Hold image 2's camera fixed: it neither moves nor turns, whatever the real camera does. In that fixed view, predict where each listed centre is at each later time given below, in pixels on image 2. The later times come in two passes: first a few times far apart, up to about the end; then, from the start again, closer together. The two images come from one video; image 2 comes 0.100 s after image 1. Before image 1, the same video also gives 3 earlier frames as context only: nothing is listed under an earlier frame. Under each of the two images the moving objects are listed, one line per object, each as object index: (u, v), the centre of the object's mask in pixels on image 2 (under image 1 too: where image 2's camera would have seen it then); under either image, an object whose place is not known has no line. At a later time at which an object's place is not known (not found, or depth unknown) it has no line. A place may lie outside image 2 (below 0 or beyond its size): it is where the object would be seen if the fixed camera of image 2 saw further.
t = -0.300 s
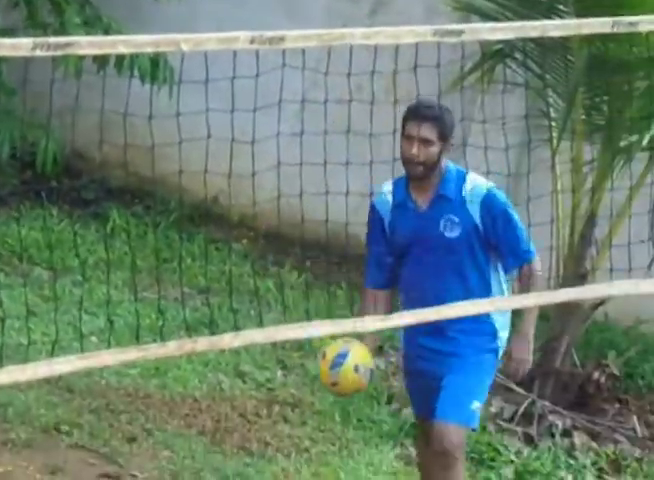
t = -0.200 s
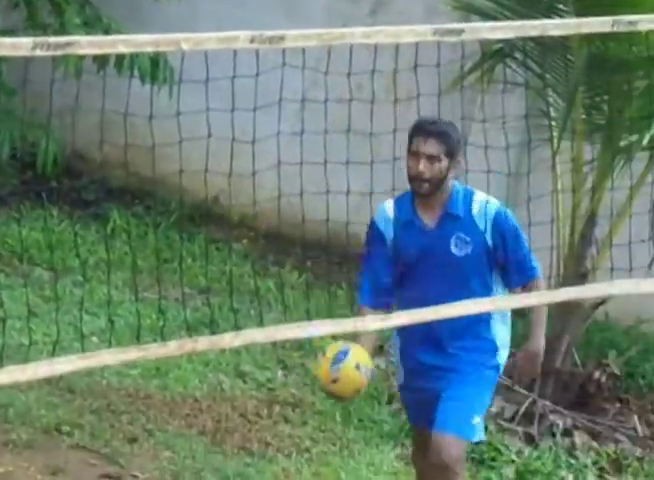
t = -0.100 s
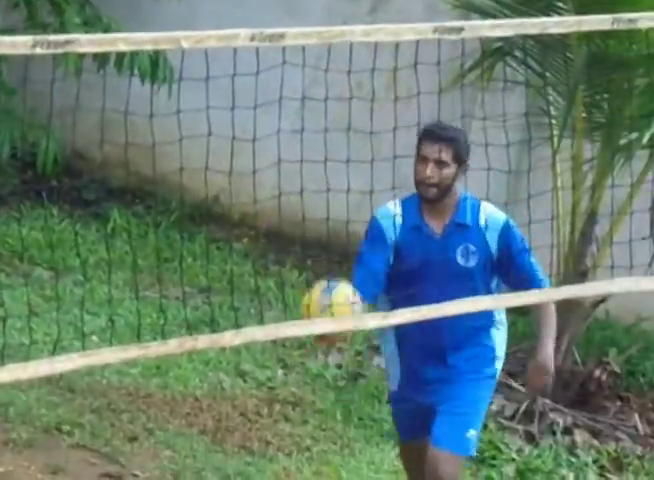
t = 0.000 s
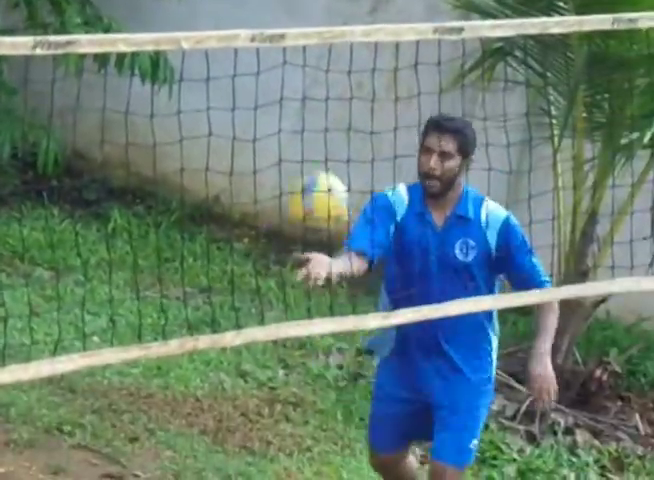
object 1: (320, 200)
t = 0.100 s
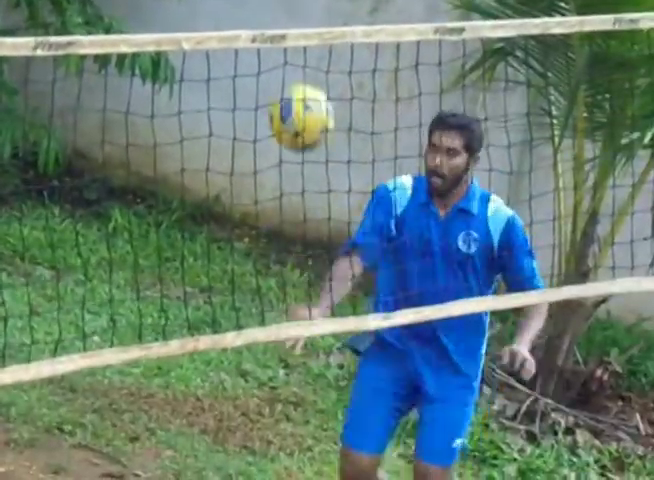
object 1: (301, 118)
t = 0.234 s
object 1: (266, 48)
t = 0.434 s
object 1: (185, 24)
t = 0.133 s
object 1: (294, 95)
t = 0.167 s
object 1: (286, 77)
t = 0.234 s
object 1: (266, 48)
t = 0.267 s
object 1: (255, 29)
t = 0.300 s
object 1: (242, 16)
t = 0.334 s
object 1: (229, 16)
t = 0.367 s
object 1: (215, 16)
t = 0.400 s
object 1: (199, 16)
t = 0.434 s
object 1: (185, 24)
